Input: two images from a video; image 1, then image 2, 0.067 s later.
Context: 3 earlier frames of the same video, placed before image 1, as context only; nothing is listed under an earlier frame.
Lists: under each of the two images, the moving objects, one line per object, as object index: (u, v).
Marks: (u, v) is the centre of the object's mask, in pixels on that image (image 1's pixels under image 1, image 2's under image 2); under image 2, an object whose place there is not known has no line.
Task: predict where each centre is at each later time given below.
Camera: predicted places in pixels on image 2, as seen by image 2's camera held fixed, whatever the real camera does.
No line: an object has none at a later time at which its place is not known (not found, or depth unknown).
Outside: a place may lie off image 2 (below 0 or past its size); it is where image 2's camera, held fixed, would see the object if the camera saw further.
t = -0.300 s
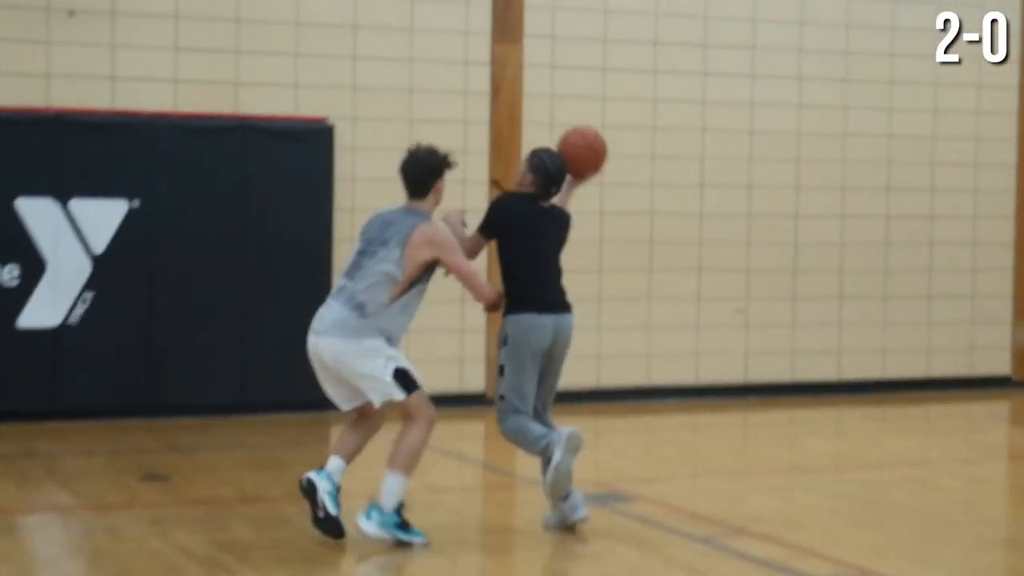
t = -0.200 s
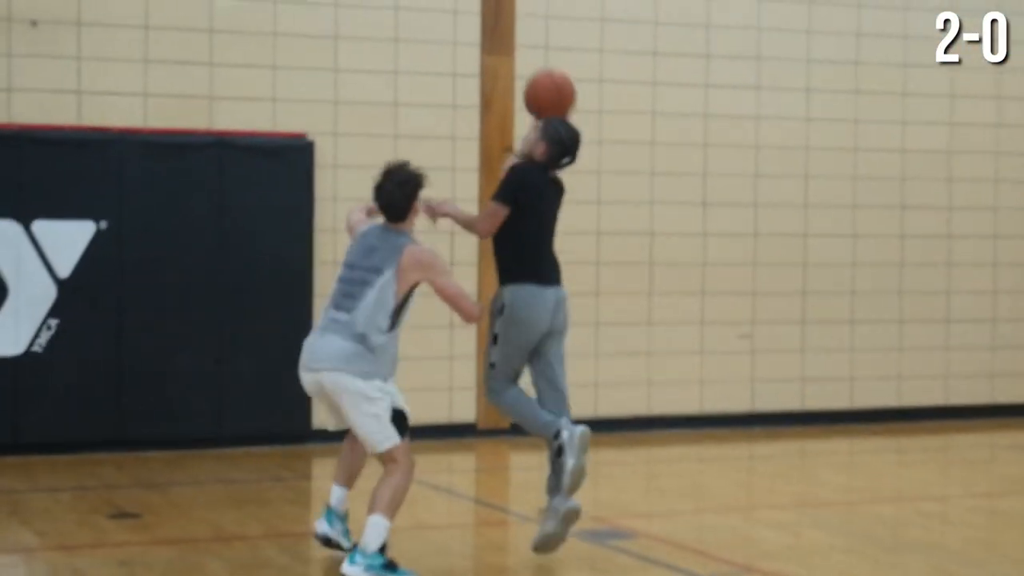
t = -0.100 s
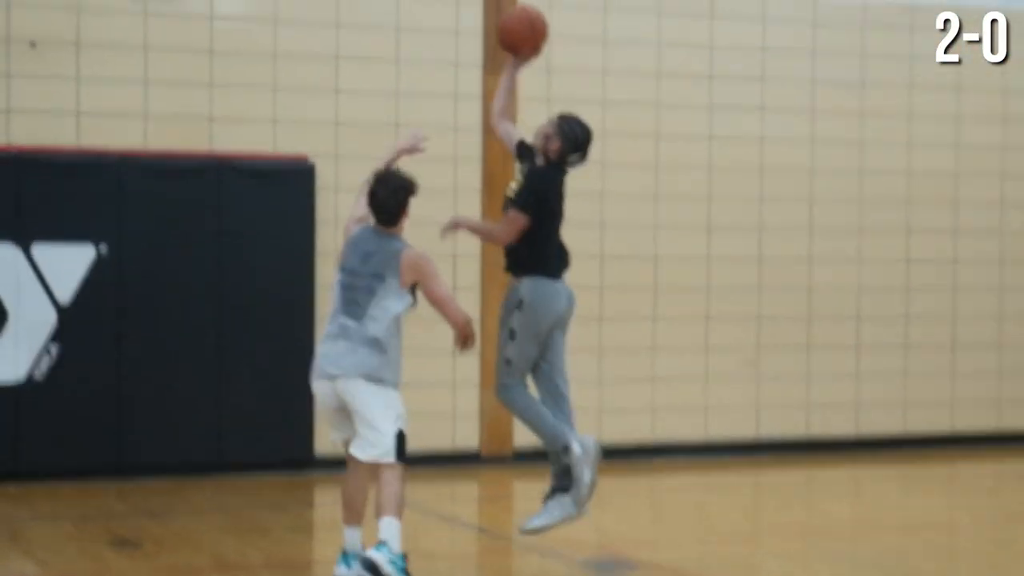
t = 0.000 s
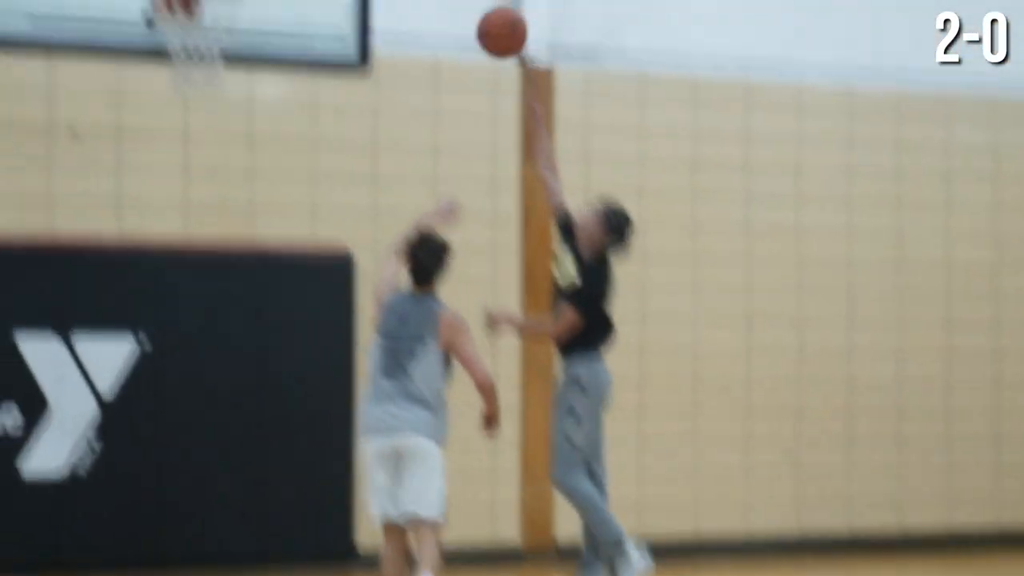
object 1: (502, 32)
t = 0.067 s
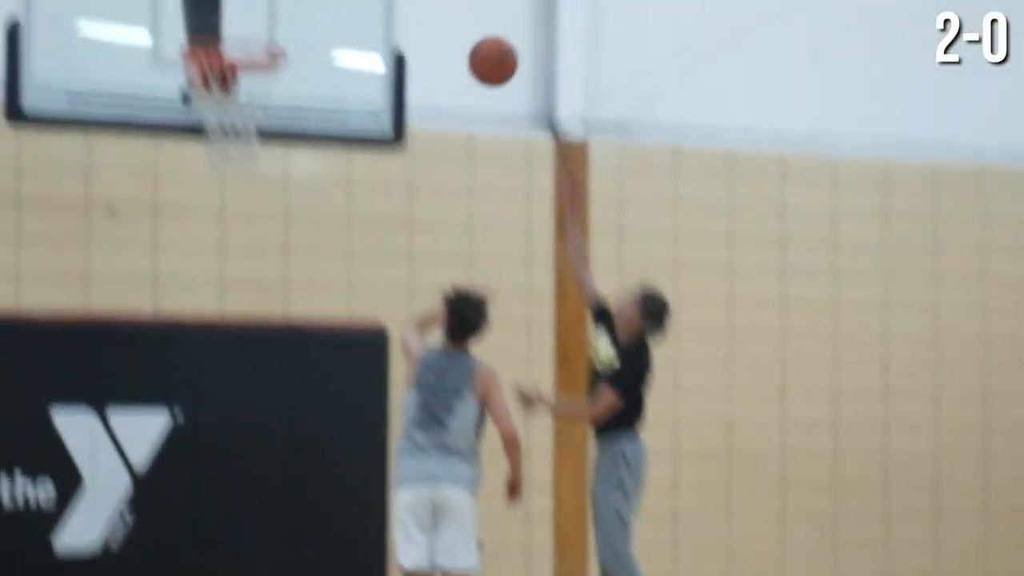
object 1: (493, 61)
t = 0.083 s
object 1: (482, 50)
